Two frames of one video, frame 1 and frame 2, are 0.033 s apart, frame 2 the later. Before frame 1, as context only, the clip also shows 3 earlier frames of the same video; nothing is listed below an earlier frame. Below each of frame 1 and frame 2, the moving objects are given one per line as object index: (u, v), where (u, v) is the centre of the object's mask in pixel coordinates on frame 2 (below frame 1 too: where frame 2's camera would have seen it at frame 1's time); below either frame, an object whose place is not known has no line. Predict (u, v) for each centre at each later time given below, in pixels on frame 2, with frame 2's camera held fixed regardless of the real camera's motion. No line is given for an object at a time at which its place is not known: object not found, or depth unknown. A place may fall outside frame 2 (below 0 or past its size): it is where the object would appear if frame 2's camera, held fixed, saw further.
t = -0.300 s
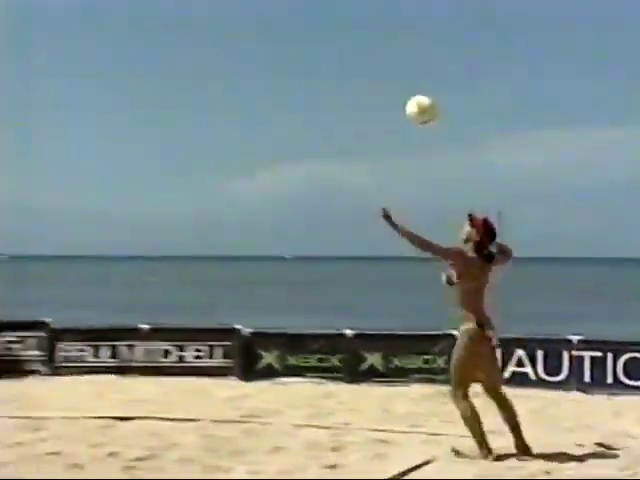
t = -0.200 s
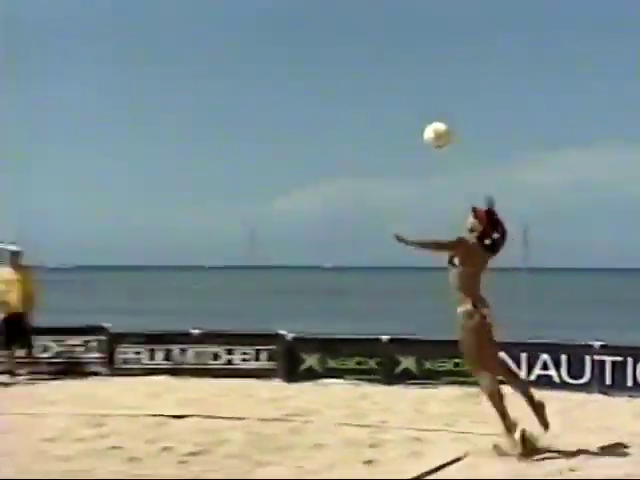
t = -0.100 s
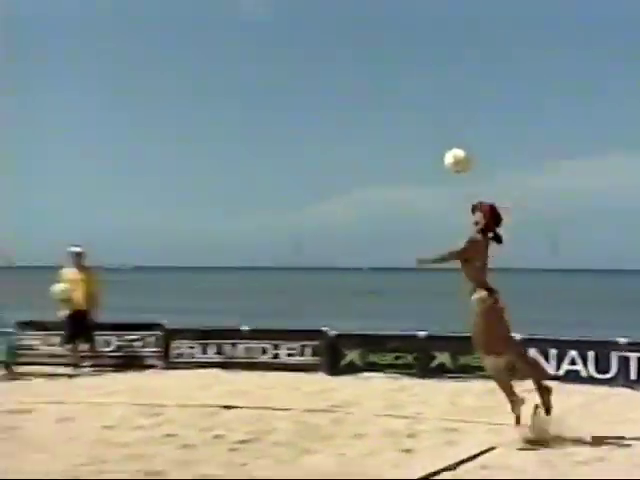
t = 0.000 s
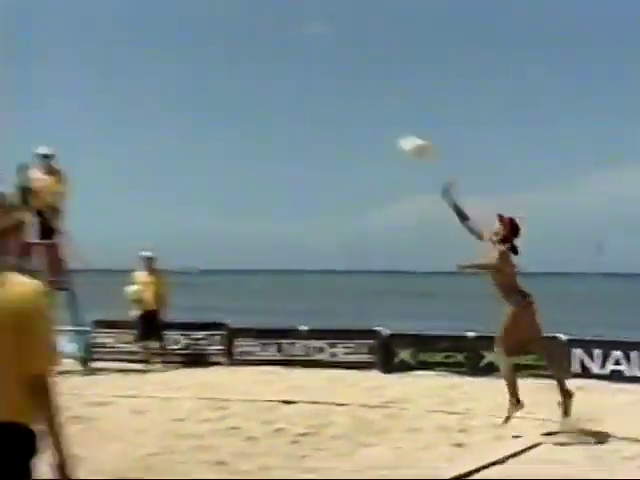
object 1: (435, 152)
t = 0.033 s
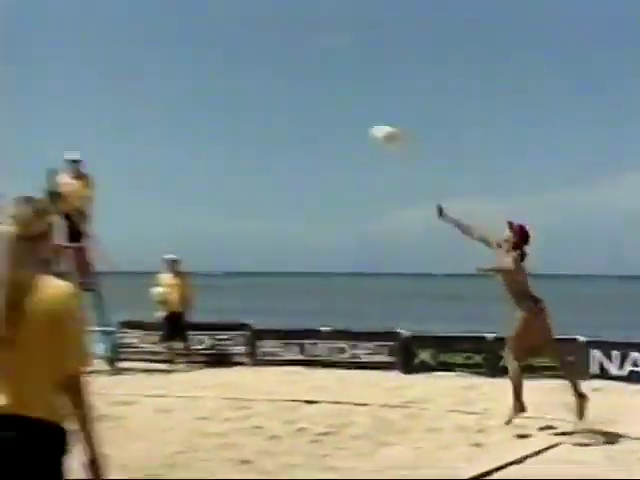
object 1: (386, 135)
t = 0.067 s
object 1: (339, 120)
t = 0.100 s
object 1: (293, 109)
